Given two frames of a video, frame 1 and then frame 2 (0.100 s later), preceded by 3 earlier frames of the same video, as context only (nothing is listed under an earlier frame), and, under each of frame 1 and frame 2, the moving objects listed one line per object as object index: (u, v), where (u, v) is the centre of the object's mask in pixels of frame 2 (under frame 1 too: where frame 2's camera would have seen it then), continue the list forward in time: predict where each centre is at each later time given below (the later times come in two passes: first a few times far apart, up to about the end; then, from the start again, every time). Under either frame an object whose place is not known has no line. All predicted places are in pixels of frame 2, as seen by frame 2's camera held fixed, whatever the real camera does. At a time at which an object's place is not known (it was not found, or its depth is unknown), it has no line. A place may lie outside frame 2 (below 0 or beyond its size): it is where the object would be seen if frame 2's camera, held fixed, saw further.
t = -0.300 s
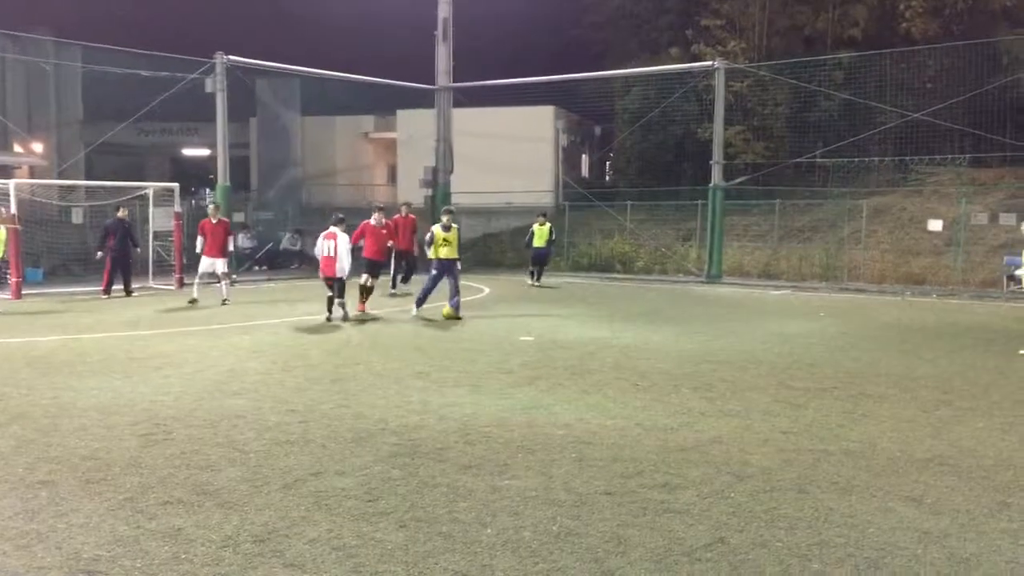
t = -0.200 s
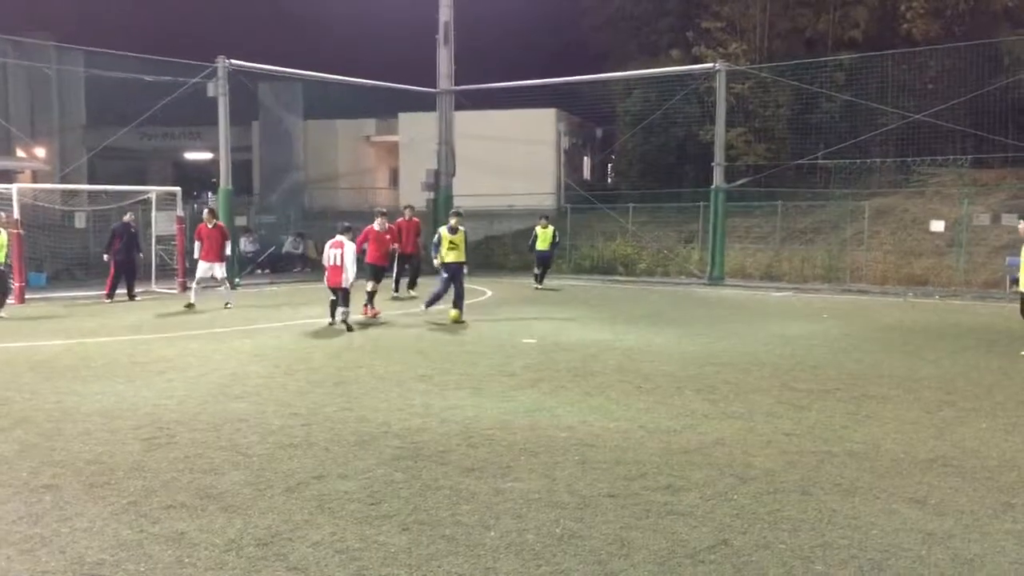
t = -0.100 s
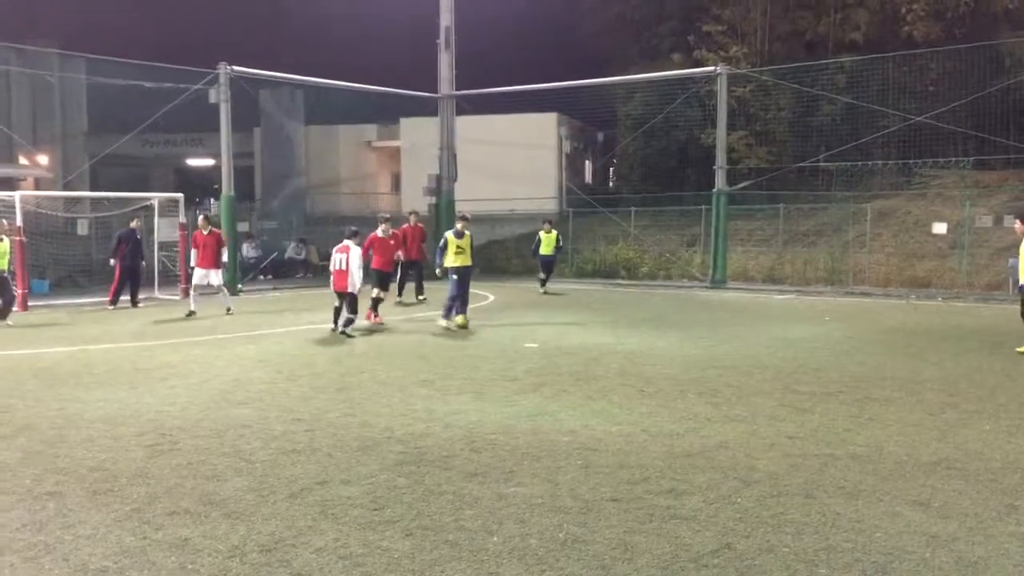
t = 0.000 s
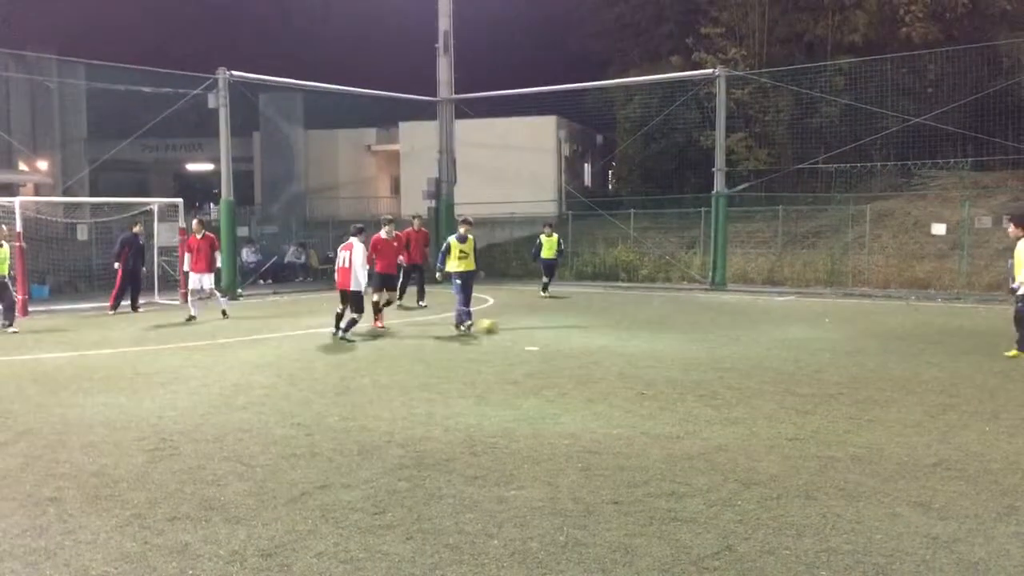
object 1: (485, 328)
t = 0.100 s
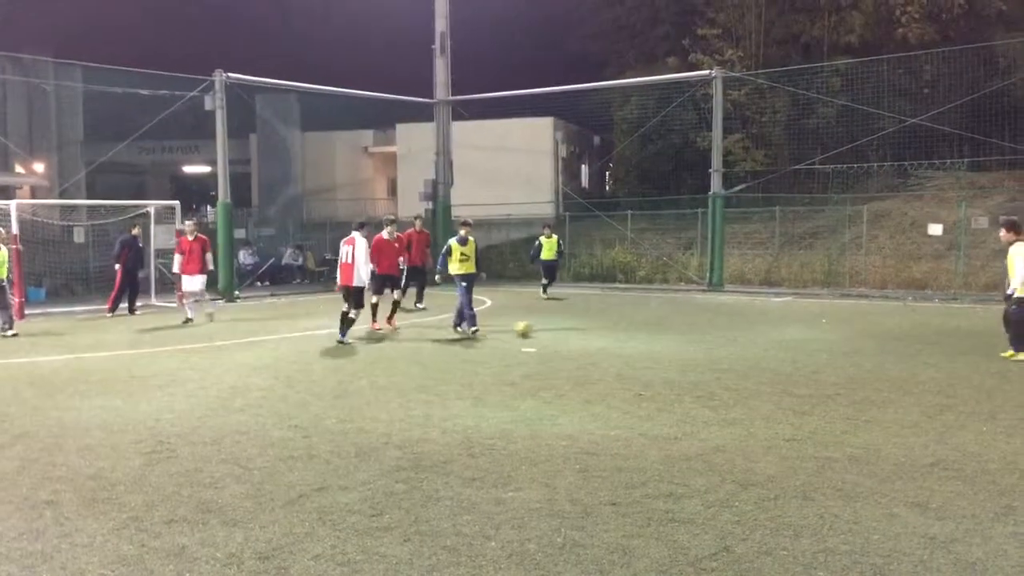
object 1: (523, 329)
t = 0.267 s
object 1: (581, 332)
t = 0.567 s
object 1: (674, 338)
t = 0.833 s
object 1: (760, 343)
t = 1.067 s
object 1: (840, 347)
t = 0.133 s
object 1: (535, 331)
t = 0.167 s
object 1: (547, 330)
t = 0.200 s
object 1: (558, 331)
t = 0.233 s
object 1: (570, 332)
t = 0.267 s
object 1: (581, 332)
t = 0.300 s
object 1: (591, 333)
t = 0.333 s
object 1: (602, 334)
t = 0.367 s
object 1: (612, 334)
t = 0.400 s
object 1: (623, 335)
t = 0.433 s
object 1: (634, 335)
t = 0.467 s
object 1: (643, 335)
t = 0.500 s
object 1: (654, 336)
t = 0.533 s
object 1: (664, 337)
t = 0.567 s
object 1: (674, 338)
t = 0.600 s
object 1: (685, 339)
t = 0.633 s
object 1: (695, 339)
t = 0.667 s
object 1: (705, 340)
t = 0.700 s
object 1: (717, 340)
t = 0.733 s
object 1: (727, 341)
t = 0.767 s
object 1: (738, 342)
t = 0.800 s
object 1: (749, 342)
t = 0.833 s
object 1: (760, 343)
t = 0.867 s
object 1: (771, 343)
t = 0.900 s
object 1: (783, 344)
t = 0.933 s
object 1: (793, 344)
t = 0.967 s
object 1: (804, 345)
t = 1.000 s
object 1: (817, 346)
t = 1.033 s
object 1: (828, 346)
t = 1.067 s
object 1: (840, 347)
